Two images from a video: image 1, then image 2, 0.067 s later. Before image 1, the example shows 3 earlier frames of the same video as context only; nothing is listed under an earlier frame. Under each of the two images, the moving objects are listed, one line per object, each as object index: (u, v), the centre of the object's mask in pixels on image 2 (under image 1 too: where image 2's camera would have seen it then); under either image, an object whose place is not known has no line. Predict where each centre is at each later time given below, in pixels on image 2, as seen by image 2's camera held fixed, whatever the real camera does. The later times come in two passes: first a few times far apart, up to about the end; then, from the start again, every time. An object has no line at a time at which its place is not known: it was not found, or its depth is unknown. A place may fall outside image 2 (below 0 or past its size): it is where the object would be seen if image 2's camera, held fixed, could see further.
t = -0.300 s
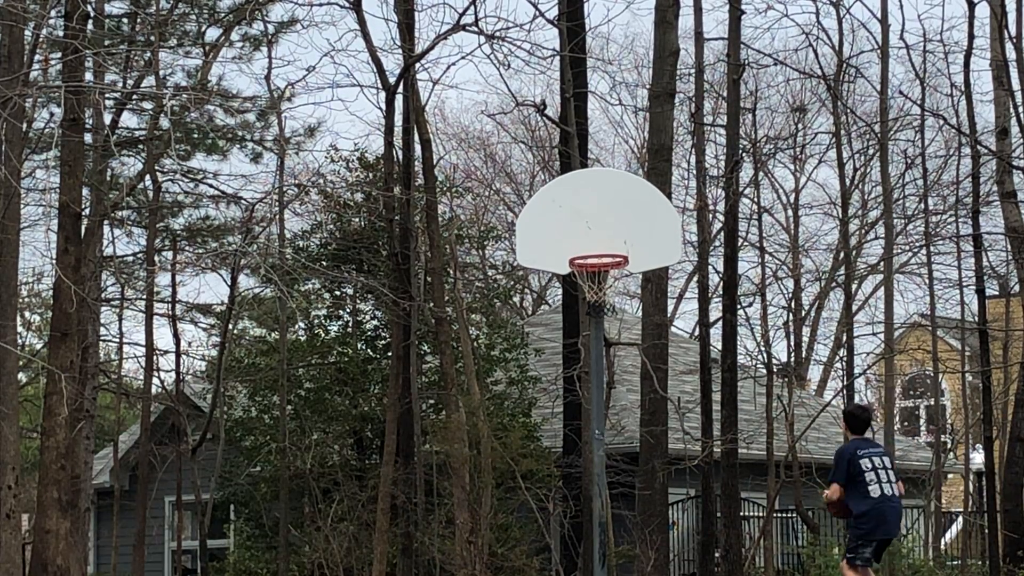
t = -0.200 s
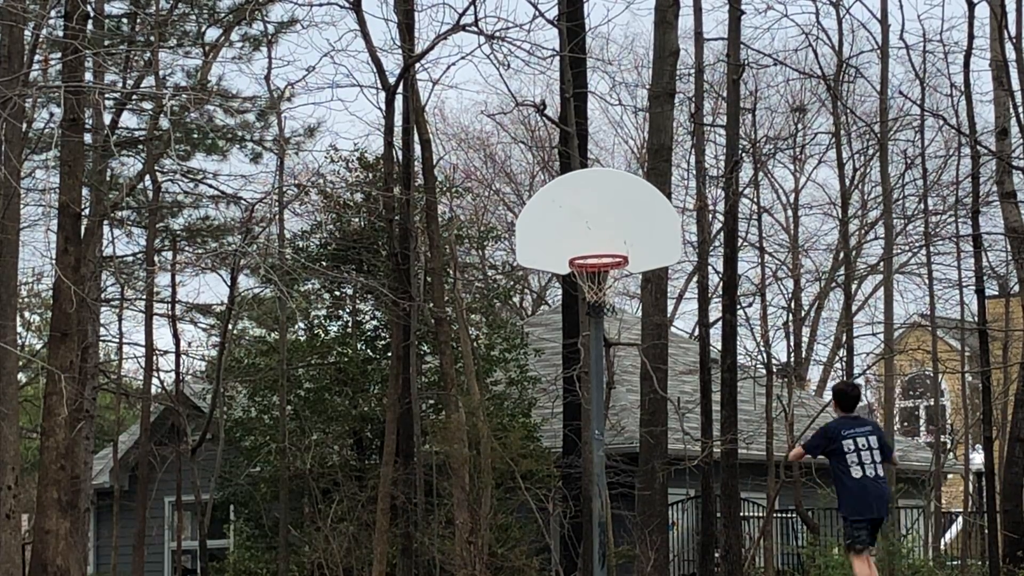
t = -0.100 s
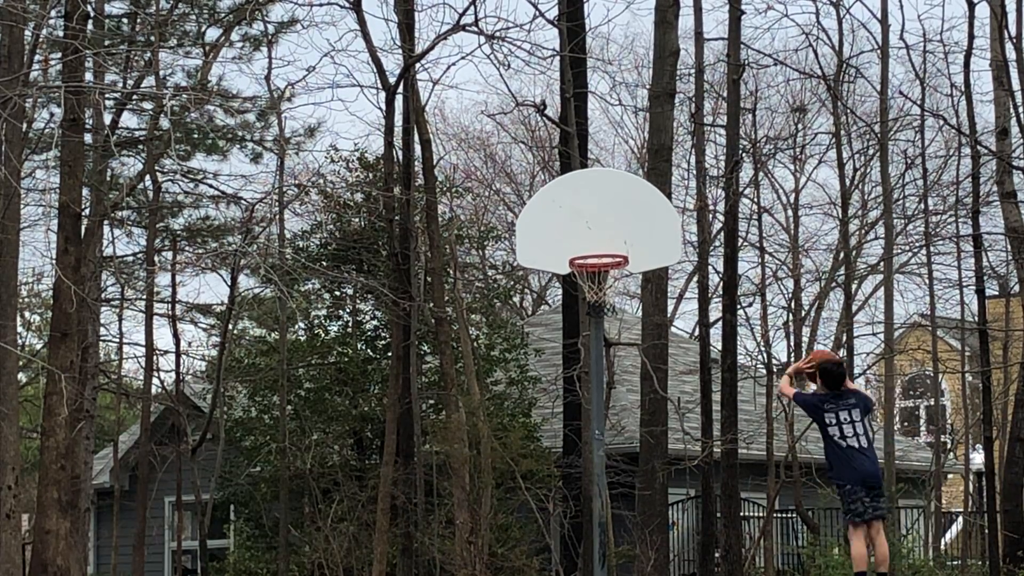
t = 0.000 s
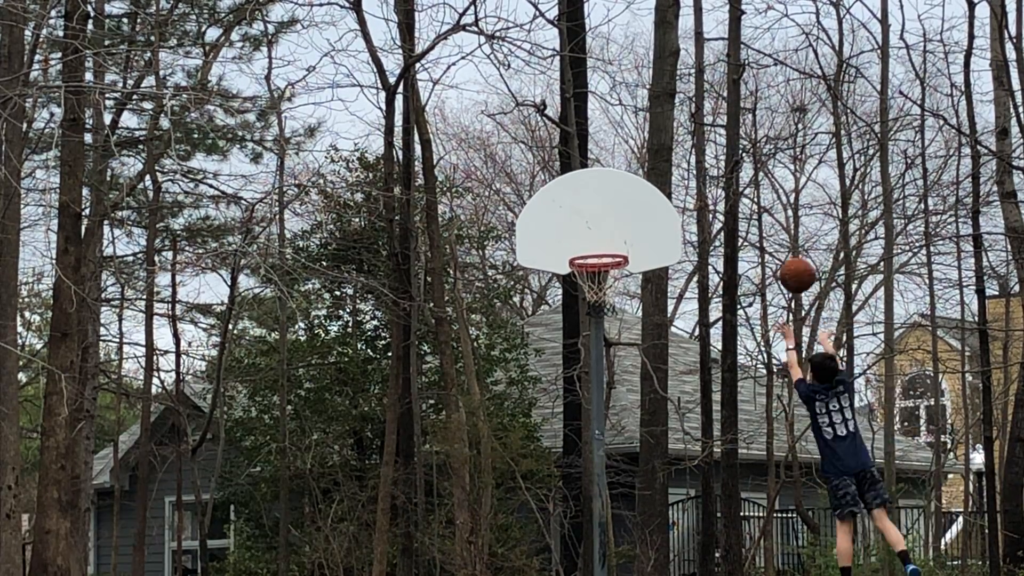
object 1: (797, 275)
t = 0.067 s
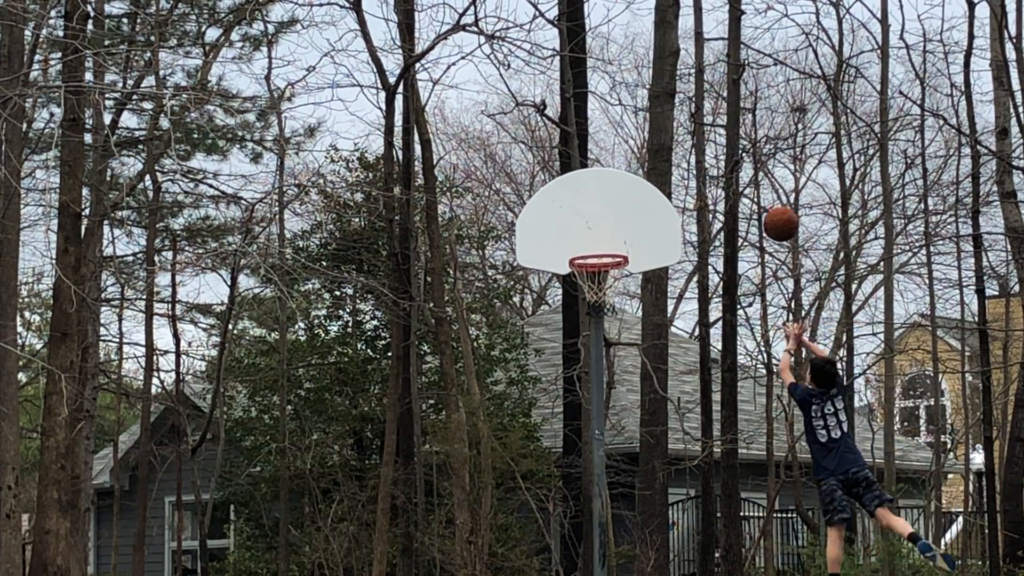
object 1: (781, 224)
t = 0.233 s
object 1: (743, 130)
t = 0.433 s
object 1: (702, 74)
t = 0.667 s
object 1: (660, 79)
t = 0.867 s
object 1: (627, 134)
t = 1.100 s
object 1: (593, 251)
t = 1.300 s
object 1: (594, 334)
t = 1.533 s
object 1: (605, 459)
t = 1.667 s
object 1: (611, 560)
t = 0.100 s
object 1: (773, 201)
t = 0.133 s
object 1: (765, 180)
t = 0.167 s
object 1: (757, 162)
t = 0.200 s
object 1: (750, 145)
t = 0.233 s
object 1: (743, 130)
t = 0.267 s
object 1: (736, 117)
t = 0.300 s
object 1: (729, 105)
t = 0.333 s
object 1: (722, 95)
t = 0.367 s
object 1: (715, 87)
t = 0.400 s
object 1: (709, 80)
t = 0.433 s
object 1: (702, 74)
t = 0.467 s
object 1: (696, 71)
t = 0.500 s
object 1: (690, 68)
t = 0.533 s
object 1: (683, 67)
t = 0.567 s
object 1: (677, 69)
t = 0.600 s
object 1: (671, 70)
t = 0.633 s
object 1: (666, 73)
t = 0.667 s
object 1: (660, 79)
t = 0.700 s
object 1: (654, 85)
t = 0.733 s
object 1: (649, 92)
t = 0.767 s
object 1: (643, 101)
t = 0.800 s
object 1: (637, 111)
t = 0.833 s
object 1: (632, 122)
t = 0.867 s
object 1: (627, 134)
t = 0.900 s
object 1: (622, 148)
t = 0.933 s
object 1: (616, 162)
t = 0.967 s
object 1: (612, 178)
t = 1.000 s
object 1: (607, 195)
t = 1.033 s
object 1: (602, 213)
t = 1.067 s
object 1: (597, 233)
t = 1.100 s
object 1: (593, 251)
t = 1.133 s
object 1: (590, 272)
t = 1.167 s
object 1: (588, 290)
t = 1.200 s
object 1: (590, 300)
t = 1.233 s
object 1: (590, 310)
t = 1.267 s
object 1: (592, 321)
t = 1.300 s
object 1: (594, 334)
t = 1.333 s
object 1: (595, 347)
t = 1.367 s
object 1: (597, 363)
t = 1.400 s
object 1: (598, 380)
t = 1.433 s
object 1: (600, 398)
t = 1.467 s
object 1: (602, 417)
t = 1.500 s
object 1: (603, 437)
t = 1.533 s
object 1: (605, 459)
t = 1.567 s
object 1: (606, 482)
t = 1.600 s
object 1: (608, 507)
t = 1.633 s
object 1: (610, 532)
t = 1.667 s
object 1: (611, 560)
